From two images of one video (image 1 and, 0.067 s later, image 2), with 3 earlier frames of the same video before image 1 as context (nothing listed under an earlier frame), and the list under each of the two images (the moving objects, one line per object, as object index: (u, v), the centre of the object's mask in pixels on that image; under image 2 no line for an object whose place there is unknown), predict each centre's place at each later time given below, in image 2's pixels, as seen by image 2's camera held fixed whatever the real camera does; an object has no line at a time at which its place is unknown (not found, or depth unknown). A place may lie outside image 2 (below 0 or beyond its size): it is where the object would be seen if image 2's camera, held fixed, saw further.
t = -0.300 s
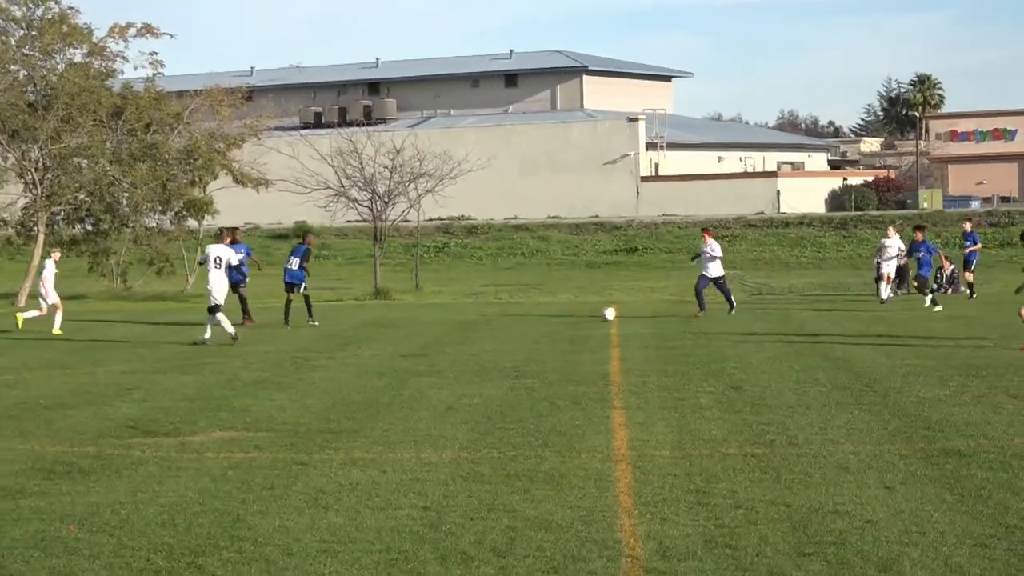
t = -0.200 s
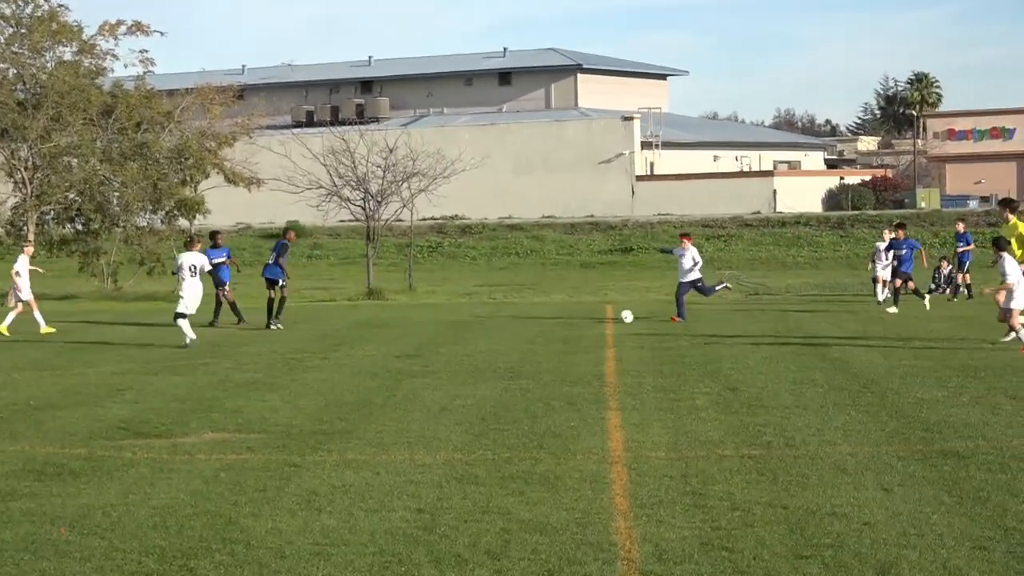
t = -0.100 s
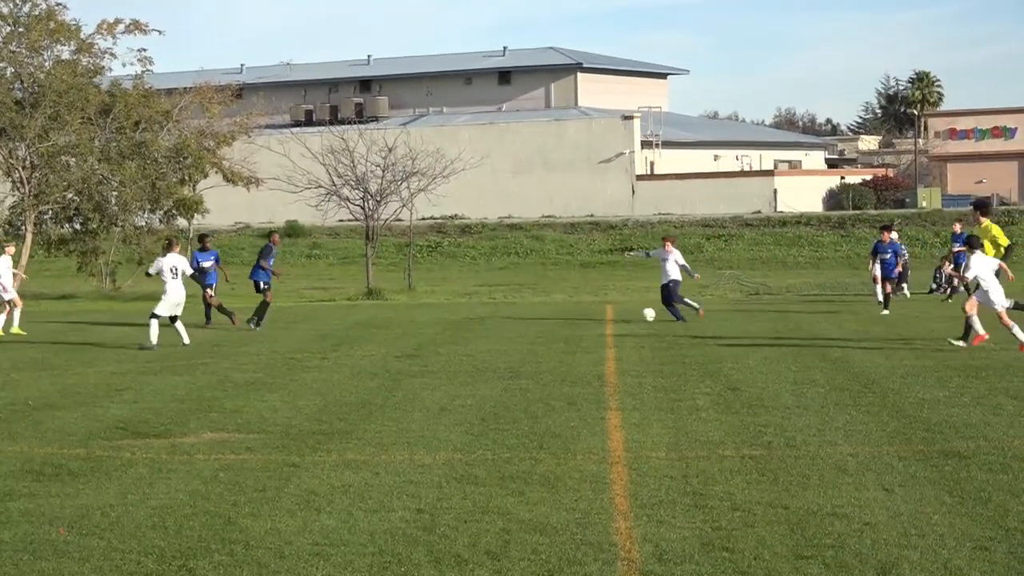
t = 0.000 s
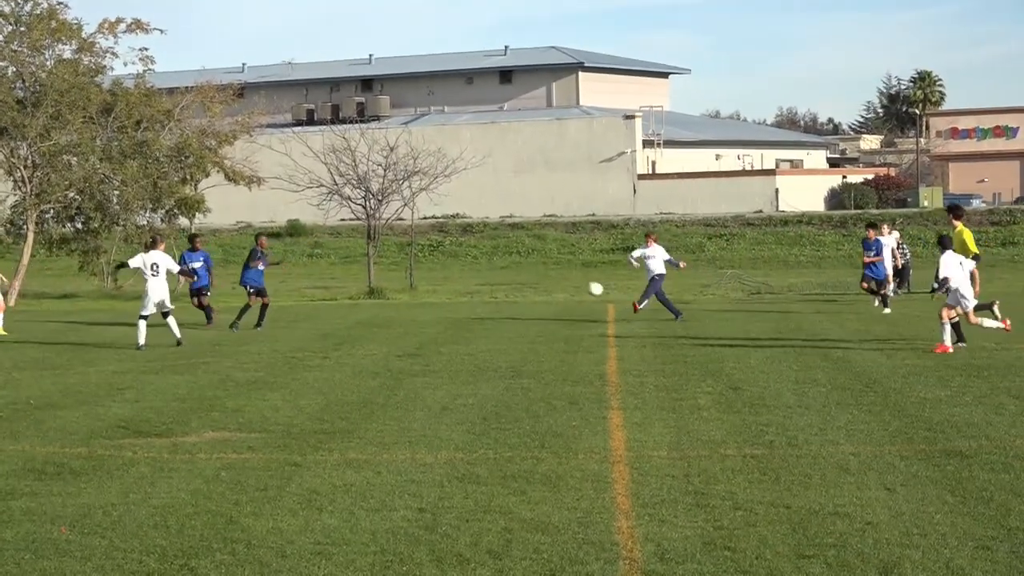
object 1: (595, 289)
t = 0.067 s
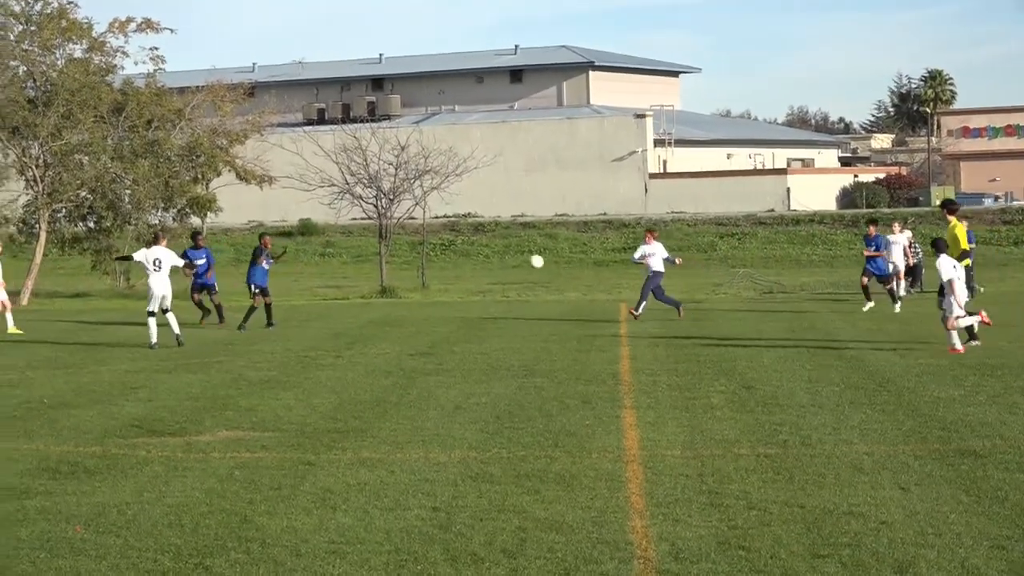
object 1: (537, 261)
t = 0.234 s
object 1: (375, 216)
